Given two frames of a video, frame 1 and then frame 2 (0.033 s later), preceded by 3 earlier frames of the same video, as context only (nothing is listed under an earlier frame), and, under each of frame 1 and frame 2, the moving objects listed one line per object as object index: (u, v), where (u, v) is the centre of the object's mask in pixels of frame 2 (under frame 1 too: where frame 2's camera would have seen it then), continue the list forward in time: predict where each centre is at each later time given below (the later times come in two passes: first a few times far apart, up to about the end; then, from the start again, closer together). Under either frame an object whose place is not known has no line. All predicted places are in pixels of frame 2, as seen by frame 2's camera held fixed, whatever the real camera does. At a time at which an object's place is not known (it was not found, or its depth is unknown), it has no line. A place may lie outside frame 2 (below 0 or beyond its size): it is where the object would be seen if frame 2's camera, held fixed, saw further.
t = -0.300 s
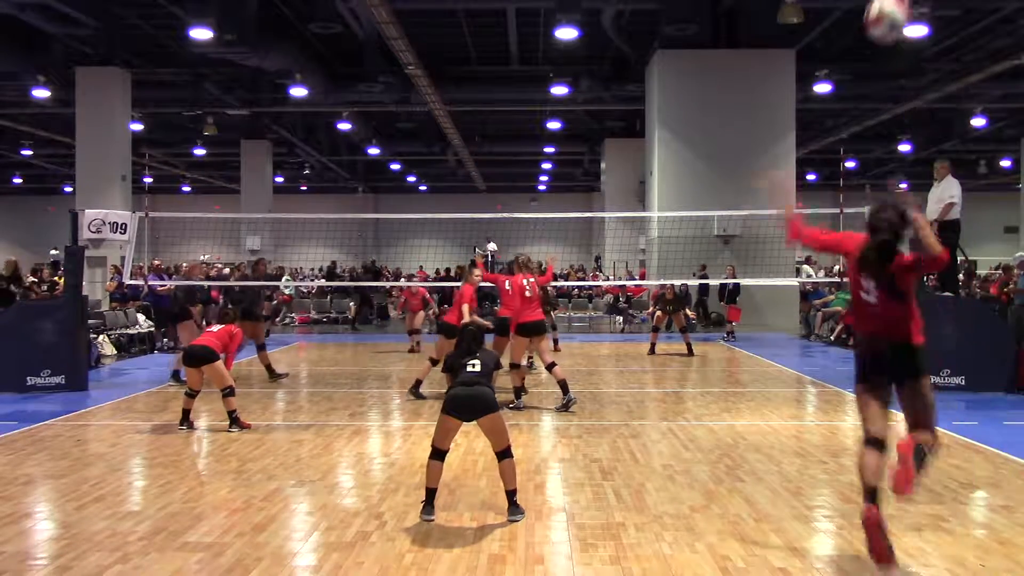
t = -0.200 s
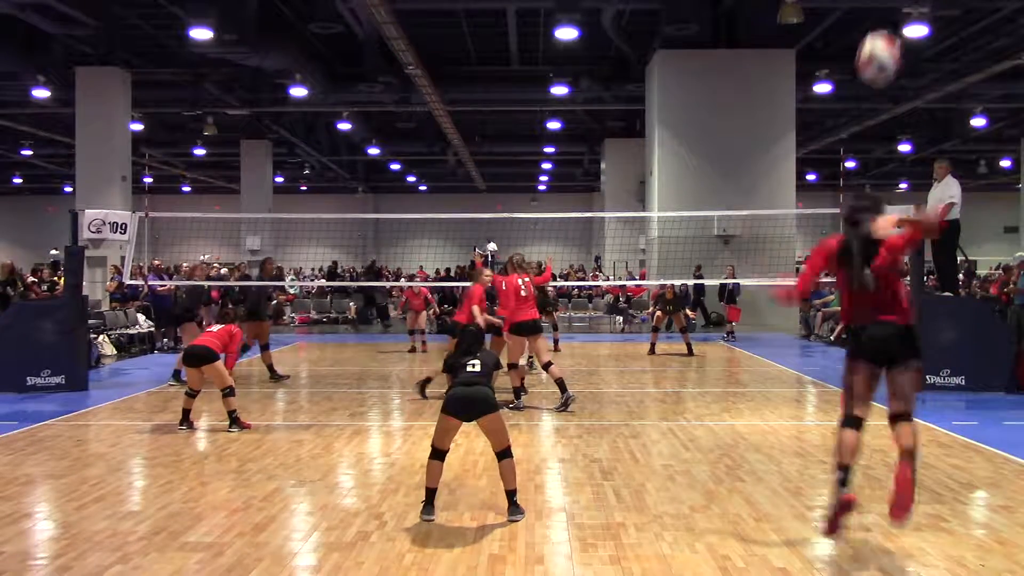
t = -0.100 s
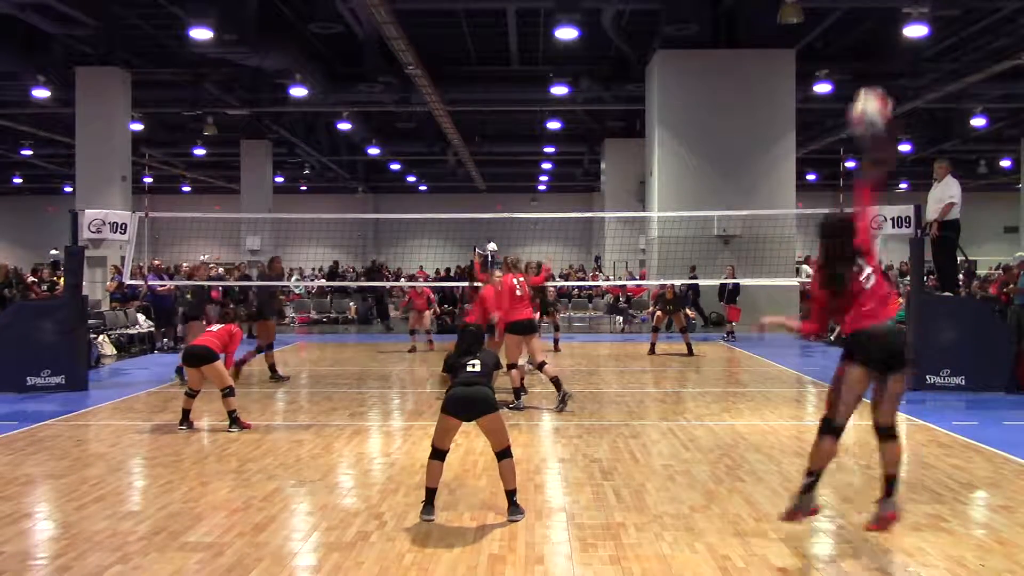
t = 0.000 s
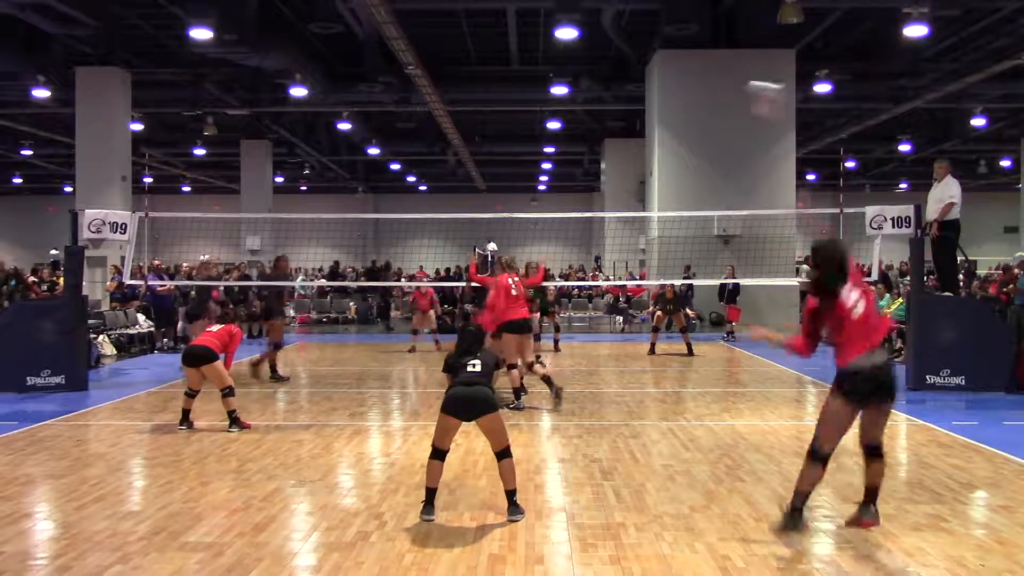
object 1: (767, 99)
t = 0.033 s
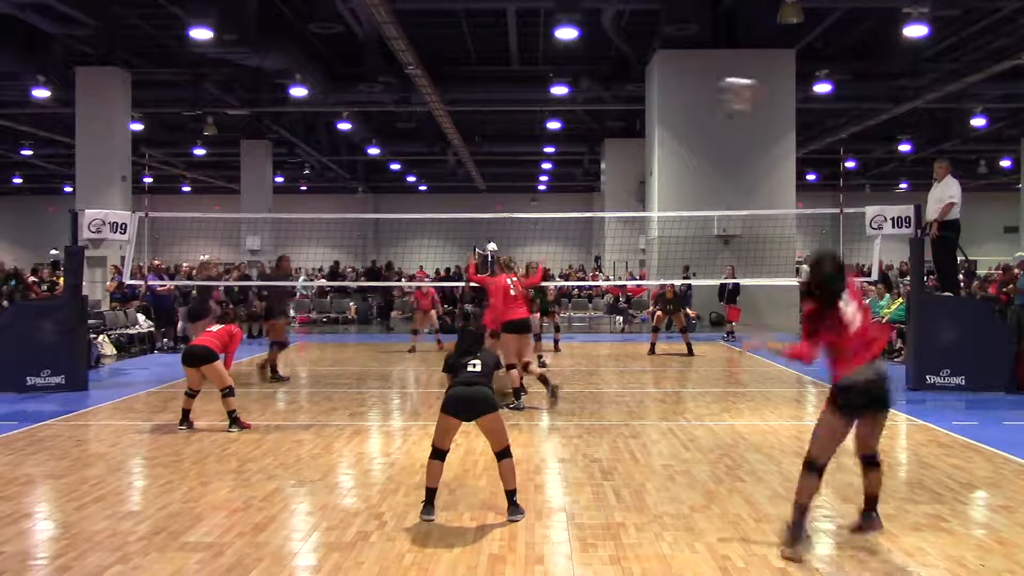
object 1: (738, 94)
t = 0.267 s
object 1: (638, 102)
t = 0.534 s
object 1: (592, 156)
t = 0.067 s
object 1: (718, 91)
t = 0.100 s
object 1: (700, 89)
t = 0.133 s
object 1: (685, 90)
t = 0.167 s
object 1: (671, 92)
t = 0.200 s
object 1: (658, 91)
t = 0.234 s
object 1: (646, 96)
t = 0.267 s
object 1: (638, 102)
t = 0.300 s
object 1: (629, 107)
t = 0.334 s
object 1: (623, 112)
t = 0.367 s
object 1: (616, 119)
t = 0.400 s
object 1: (610, 125)
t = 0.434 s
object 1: (605, 131)
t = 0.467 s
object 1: (600, 140)
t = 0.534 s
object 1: (592, 156)
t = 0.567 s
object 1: (589, 164)
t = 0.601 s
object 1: (586, 173)
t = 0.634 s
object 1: (583, 183)
